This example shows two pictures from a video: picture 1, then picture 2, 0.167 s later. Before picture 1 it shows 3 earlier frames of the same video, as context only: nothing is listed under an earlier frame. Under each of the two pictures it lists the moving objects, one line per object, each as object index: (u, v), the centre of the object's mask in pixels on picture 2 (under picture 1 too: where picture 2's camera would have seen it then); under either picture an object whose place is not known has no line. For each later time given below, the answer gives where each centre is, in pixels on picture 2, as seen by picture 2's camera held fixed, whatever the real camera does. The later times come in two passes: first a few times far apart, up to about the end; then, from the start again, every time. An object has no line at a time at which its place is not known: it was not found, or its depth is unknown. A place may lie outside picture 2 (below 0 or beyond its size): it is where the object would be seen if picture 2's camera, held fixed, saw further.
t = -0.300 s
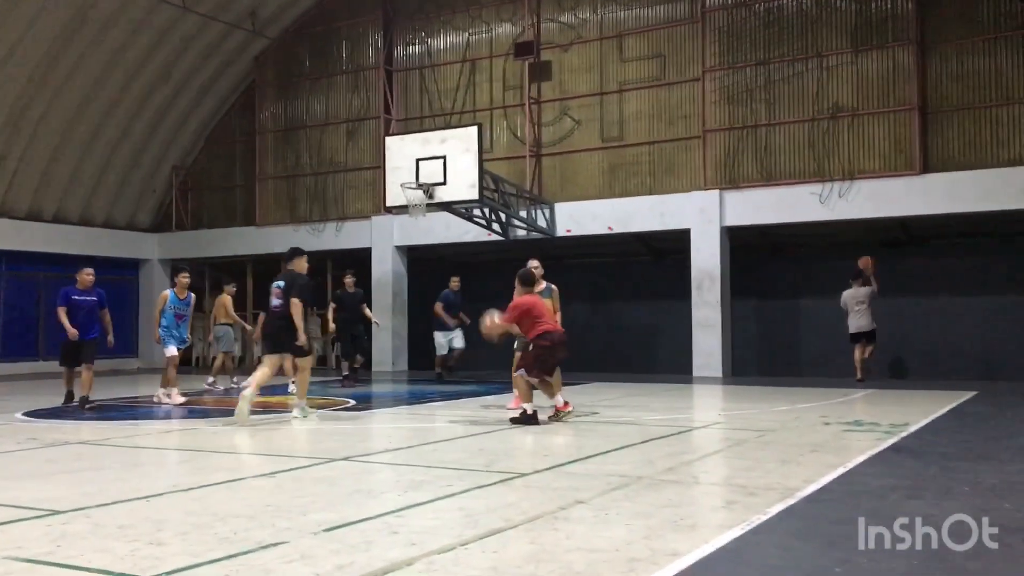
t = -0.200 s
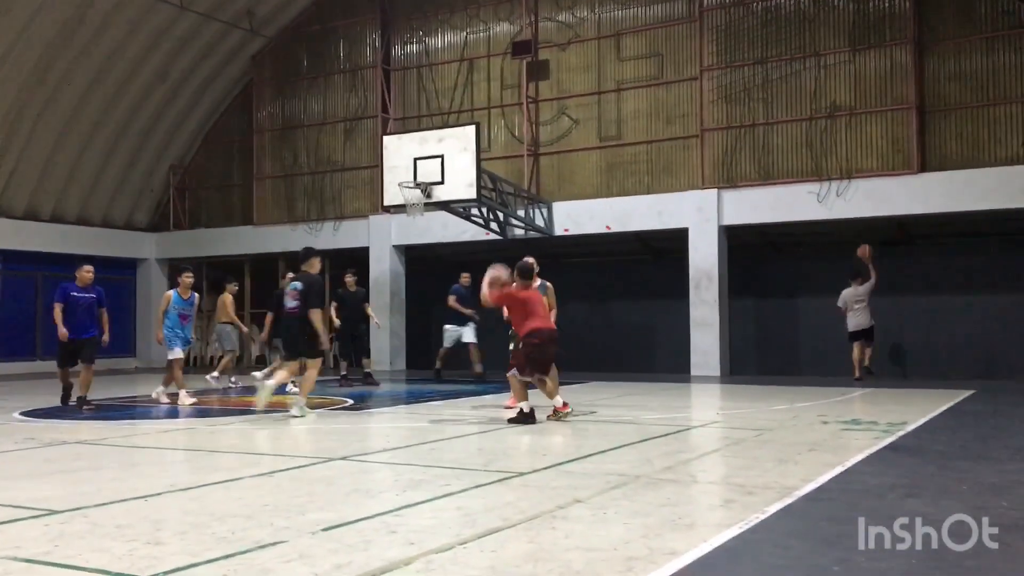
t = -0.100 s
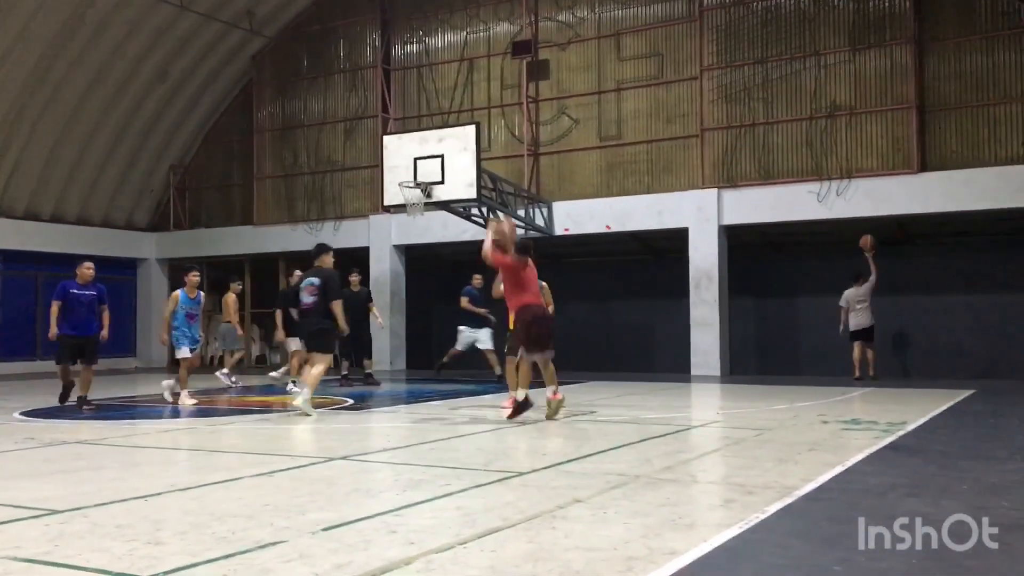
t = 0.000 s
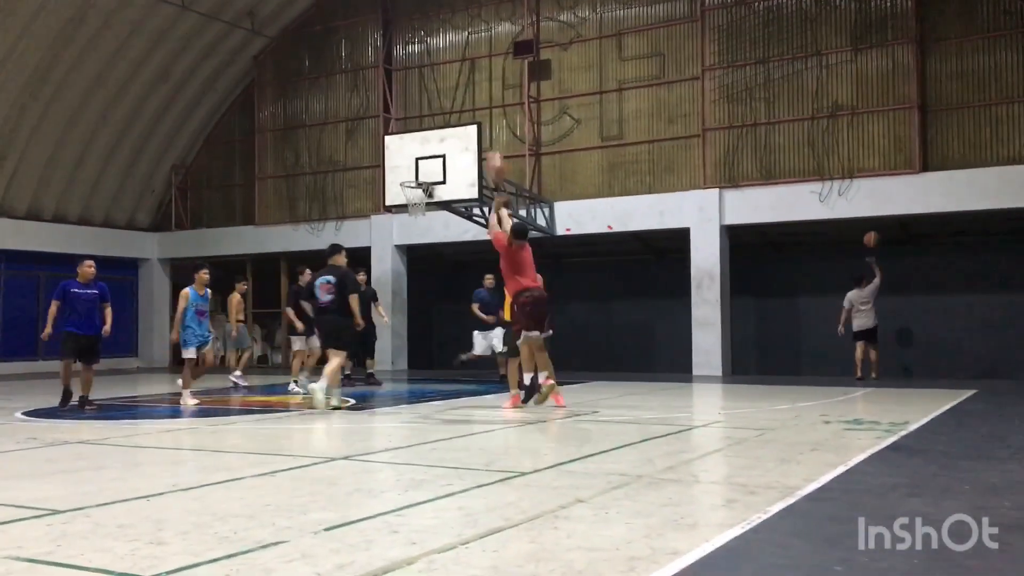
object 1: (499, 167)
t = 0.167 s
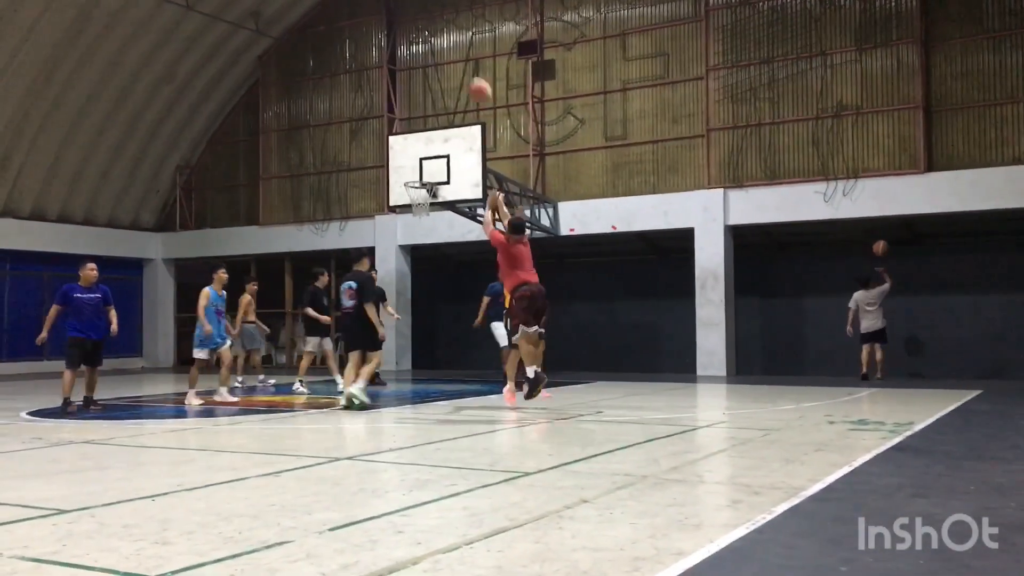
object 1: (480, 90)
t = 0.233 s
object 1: (473, 69)
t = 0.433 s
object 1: (455, 35)
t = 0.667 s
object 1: (439, 38)
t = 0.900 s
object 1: (426, 77)
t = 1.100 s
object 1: (415, 134)
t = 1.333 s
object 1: (400, 163)
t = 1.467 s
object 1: (388, 156)
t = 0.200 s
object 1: (476, 78)
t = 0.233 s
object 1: (473, 69)
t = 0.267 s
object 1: (469, 61)
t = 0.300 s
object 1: (467, 53)
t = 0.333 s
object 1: (464, 48)
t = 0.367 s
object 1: (461, 42)
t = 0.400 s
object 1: (458, 38)
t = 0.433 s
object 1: (455, 35)
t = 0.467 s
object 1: (452, 33)
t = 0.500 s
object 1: (450, 32)
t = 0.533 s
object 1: (447, 31)
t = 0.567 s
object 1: (445, 32)
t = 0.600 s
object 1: (443, 33)
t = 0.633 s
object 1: (441, 35)
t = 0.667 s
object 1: (439, 38)
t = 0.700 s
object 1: (437, 41)
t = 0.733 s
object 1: (435, 45)
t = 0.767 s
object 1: (432, 51)
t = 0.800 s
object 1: (430, 57)
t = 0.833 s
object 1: (429, 63)
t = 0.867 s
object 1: (427, 70)
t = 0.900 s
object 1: (426, 77)
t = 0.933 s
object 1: (424, 85)
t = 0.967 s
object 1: (422, 94)
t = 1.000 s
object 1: (420, 103)
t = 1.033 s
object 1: (418, 112)
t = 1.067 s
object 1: (417, 123)
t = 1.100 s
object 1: (415, 134)
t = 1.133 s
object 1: (414, 146)
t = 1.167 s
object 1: (412, 158)
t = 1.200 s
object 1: (411, 170)
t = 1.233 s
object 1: (408, 174)
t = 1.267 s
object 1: (405, 169)
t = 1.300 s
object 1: (402, 166)
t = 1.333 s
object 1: (400, 163)
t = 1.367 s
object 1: (397, 161)
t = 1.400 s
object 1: (393, 159)
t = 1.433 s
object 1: (391, 157)
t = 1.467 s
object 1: (388, 156)
